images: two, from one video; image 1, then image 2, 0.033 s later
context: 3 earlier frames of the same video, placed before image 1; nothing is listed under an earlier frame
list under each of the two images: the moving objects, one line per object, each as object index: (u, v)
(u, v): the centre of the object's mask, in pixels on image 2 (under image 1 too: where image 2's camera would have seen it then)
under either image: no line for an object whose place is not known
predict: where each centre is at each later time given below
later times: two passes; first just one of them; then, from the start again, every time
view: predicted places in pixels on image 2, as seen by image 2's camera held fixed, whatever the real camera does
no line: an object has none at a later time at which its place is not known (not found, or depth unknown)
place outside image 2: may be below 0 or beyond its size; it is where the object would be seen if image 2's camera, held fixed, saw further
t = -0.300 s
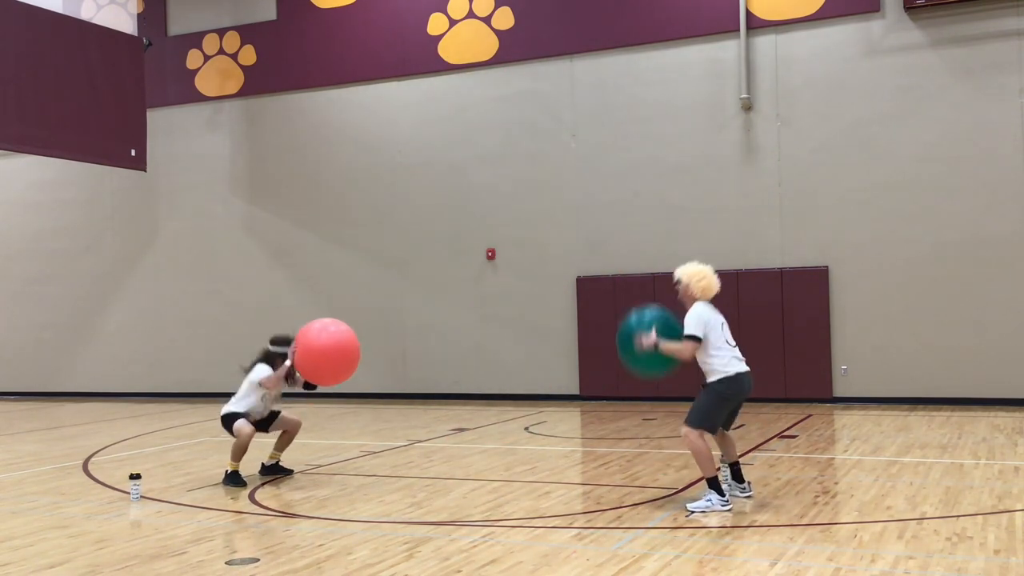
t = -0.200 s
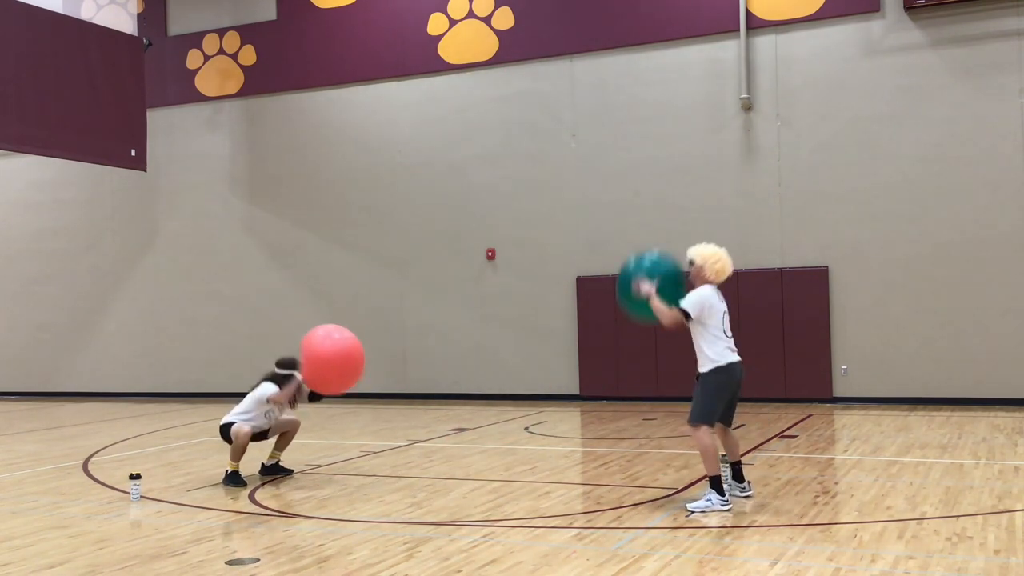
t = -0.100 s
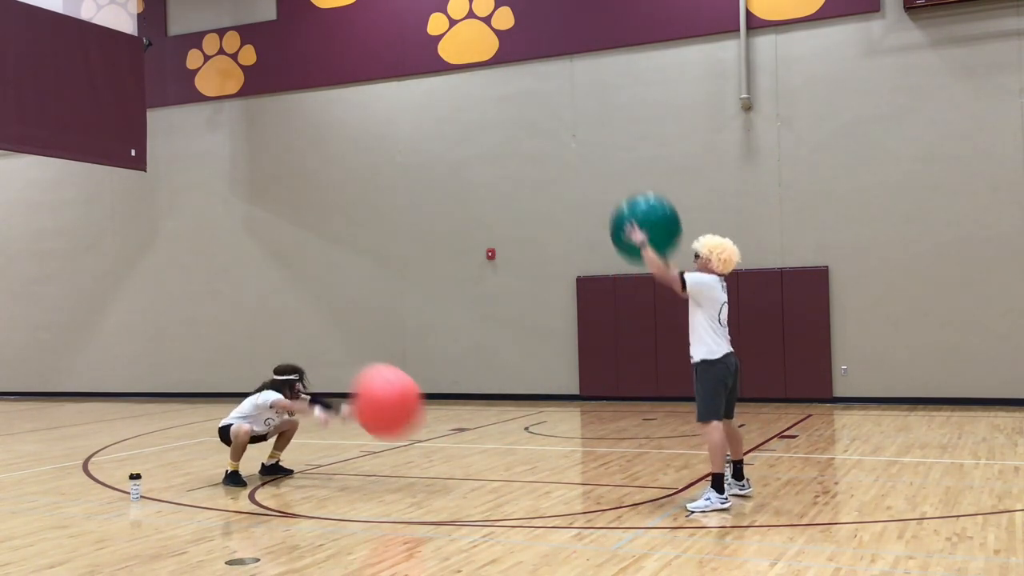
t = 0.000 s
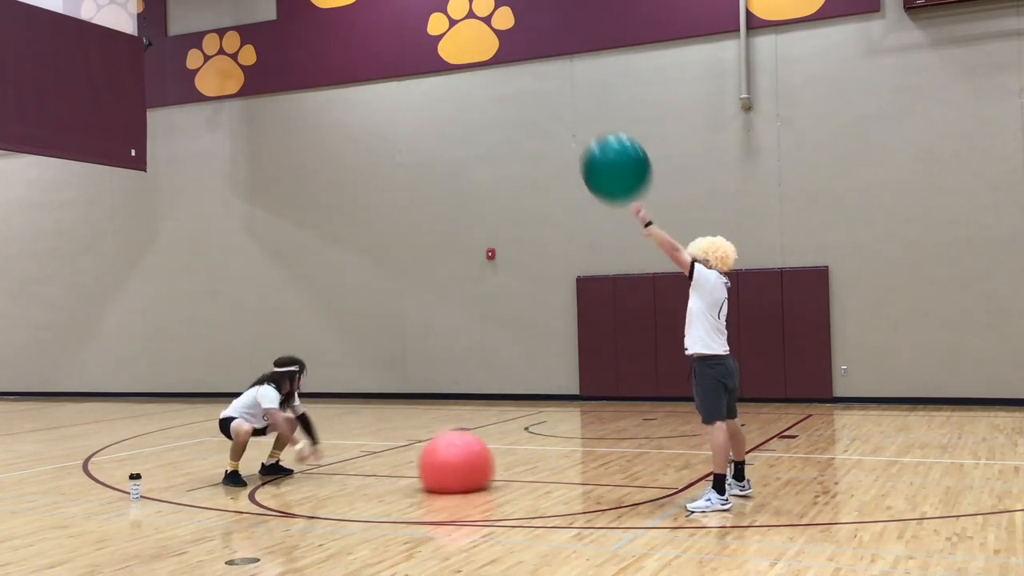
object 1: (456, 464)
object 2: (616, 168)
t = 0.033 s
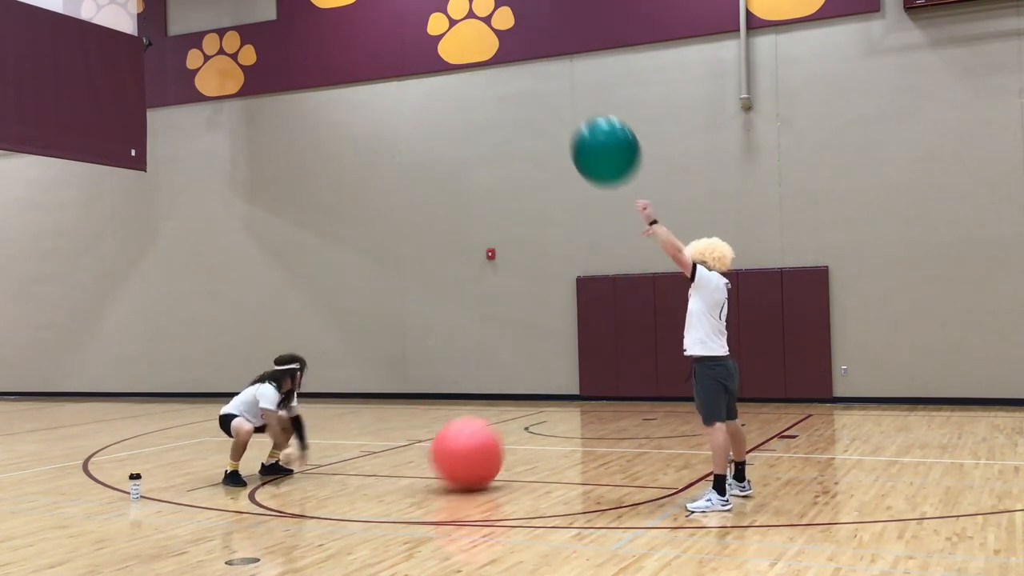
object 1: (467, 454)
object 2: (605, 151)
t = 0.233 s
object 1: (539, 378)
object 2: (547, 74)
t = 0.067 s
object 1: (479, 437)
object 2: (595, 135)
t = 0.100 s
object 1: (492, 422)
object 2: (585, 120)
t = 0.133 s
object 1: (504, 409)
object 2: (575, 107)
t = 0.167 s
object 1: (516, 397)
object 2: (566, 95)
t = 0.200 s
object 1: (528, 387)
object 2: (556, 83)
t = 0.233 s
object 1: (539, 378)
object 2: (547, 74)
